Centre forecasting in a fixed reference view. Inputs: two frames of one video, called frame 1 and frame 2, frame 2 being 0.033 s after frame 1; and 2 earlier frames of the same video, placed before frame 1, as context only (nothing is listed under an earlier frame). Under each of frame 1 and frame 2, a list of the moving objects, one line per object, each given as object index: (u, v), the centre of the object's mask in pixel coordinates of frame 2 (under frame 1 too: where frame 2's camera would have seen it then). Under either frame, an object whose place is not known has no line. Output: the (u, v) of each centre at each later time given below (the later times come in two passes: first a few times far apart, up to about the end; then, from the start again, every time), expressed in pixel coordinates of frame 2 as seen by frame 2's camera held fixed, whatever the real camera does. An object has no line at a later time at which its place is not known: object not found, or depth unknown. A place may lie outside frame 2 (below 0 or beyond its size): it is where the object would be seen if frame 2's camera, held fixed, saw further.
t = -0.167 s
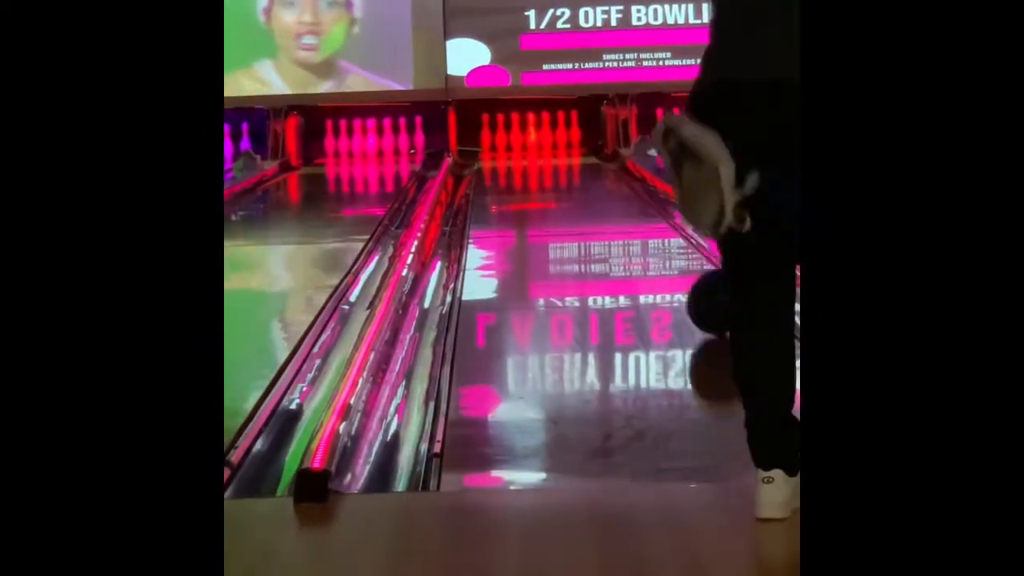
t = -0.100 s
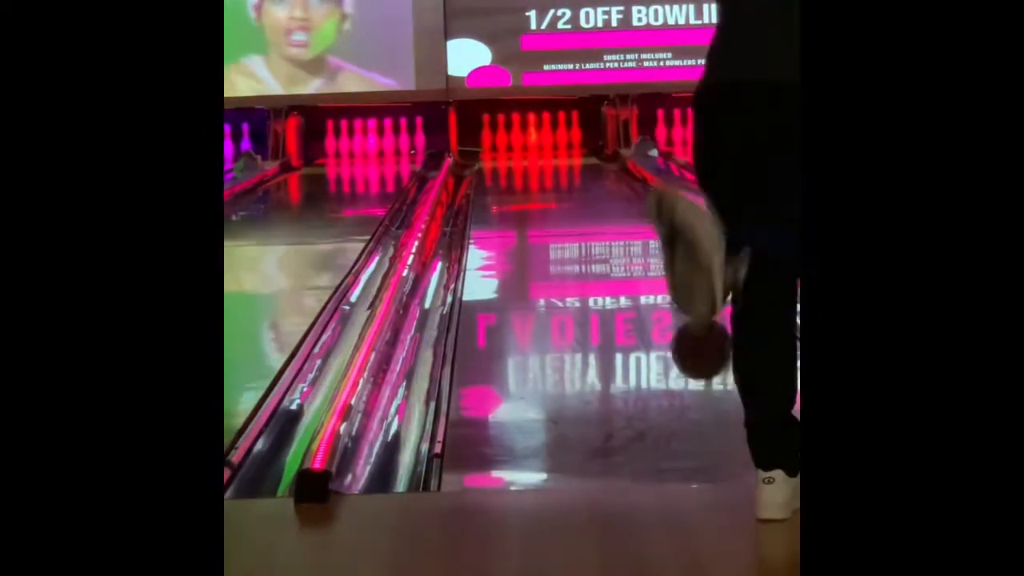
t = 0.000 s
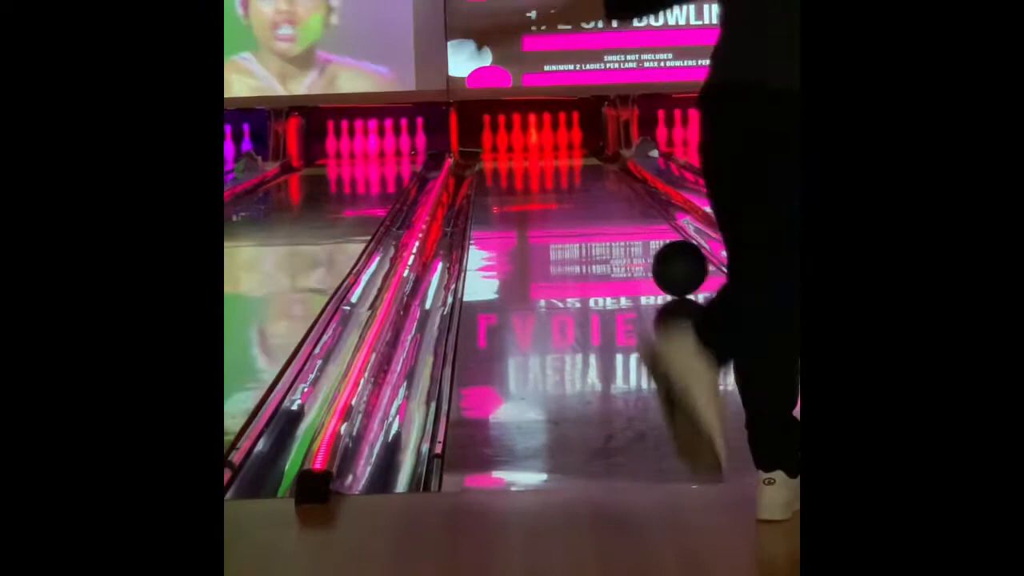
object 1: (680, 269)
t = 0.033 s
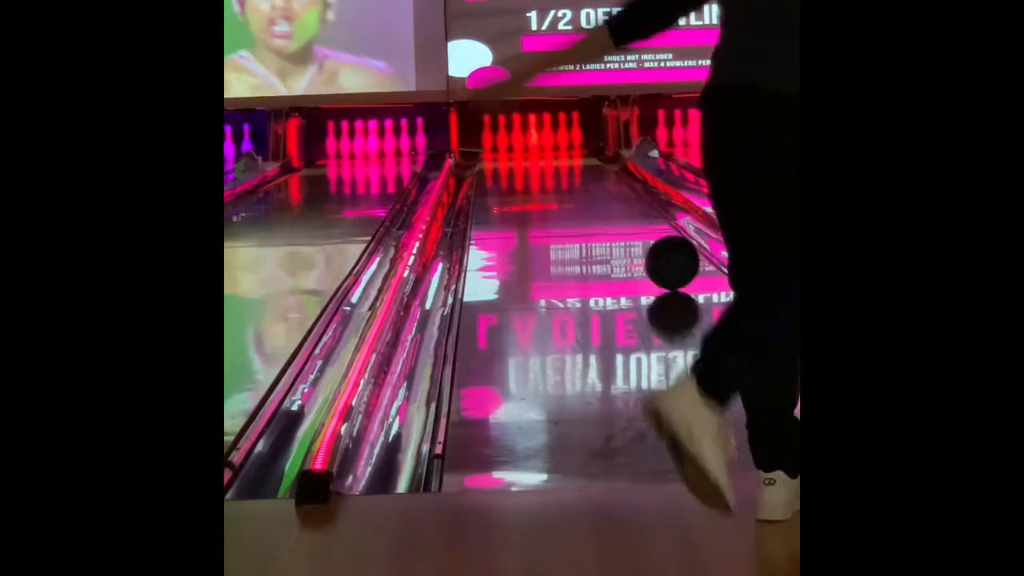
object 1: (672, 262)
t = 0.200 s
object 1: (640, 238)
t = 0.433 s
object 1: (608, 210)
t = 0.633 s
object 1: (587, 193)
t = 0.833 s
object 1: (569, 181)
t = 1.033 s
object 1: (555, 170)
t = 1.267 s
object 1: (539, 160)
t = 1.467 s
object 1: (529, 153)
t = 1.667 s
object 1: (518, 149)
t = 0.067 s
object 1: (665, 257)
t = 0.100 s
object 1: (658, 252)
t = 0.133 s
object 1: (652, 247)
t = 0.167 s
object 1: (646, 242)
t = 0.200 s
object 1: (640, 238)
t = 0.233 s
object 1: (635, 233)
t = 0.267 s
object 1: (630, 229)
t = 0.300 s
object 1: (625, 225)
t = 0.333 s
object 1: (620, 221)
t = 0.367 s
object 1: (616, 217)
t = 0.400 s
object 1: (612, 214)
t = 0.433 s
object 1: (608, 210)
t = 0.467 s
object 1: (604, 207)
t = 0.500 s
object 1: (600, 205)
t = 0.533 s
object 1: (596, 202)
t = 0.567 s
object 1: (593, 199)
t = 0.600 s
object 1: (589, 196)
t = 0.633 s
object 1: (587, 193)
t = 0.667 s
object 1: (583, 191)
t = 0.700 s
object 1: (580, 188)
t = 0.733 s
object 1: (577, 187)
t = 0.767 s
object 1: (574, 184)
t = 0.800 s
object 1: (572, 182)
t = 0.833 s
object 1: (569, 181)
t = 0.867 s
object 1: (567, 179)
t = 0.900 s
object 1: (564, 176)
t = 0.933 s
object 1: (561, 174)
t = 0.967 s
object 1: (559, 172)
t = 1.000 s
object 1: (557, 171)
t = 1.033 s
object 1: (555, 170)
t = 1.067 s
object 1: (552, 167)
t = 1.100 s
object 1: (550, 166)
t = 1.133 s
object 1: (548, 165)
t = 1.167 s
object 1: (546, 164)
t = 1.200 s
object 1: (545, 163)
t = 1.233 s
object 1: (542, 161)
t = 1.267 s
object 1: (539, 160)
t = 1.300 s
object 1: (537, 159)
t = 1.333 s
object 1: (536, 158)
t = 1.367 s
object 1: (534, 156)
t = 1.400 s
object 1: (532, 155)
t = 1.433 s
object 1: (531, 154)
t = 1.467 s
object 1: (529, 153)
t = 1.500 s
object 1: (527, 152)
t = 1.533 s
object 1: (525, 151)
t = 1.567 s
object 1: (523, 150)
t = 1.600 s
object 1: (521, 149)
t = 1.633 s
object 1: (519, 150)
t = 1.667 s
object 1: (518, 149)
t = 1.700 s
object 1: (517, 147)
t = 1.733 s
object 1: (516, 147)
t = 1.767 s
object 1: (516, 148)
